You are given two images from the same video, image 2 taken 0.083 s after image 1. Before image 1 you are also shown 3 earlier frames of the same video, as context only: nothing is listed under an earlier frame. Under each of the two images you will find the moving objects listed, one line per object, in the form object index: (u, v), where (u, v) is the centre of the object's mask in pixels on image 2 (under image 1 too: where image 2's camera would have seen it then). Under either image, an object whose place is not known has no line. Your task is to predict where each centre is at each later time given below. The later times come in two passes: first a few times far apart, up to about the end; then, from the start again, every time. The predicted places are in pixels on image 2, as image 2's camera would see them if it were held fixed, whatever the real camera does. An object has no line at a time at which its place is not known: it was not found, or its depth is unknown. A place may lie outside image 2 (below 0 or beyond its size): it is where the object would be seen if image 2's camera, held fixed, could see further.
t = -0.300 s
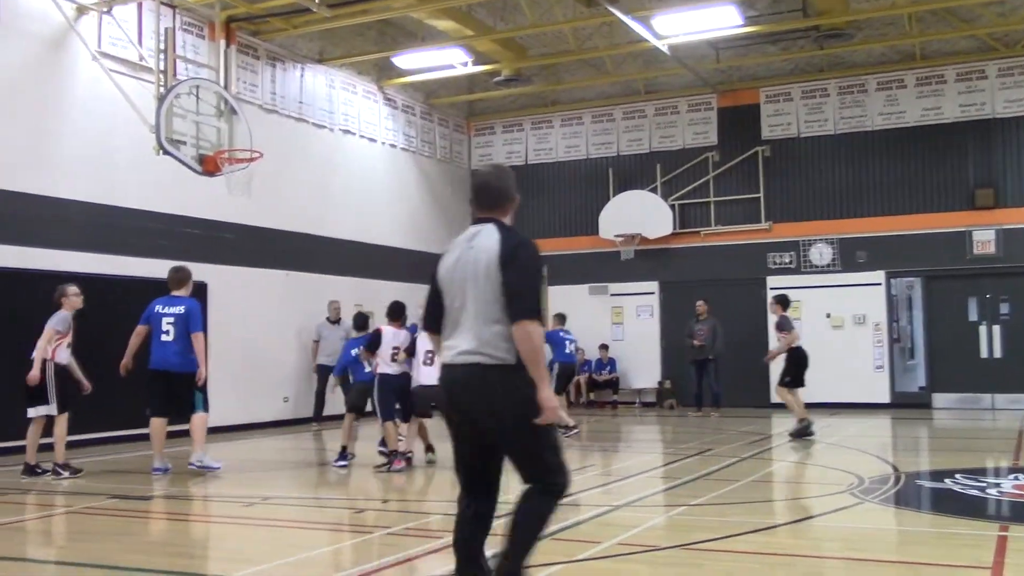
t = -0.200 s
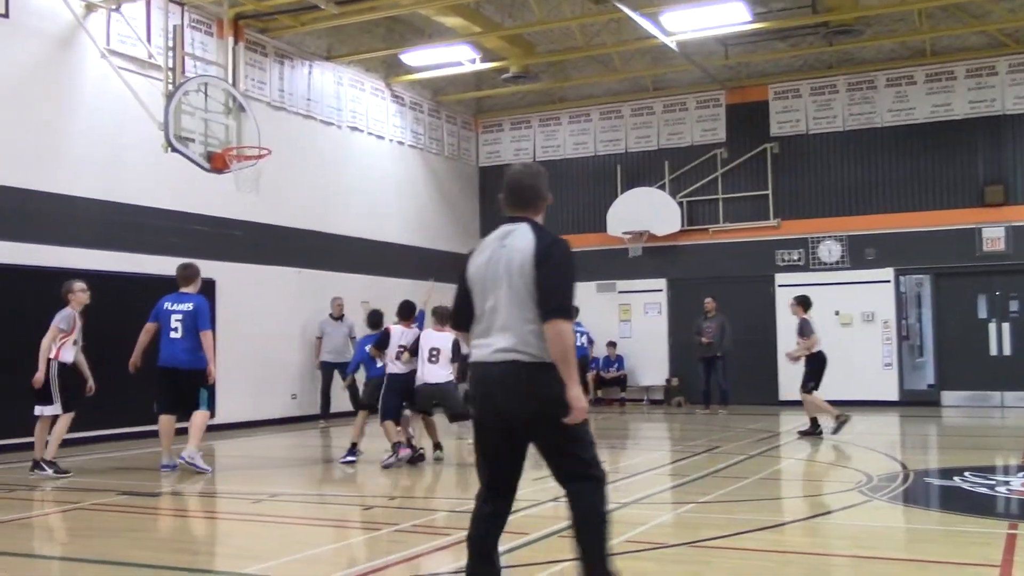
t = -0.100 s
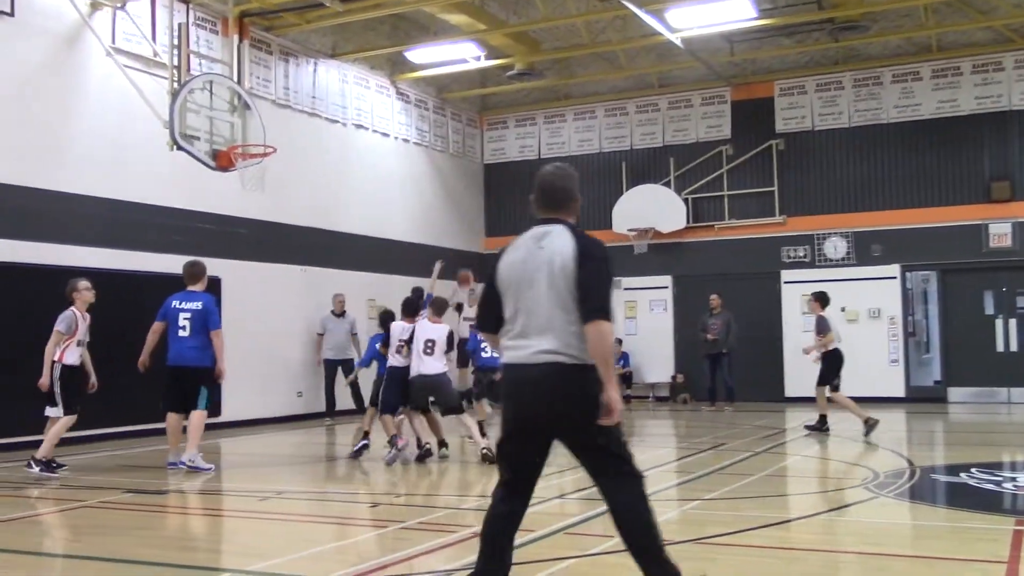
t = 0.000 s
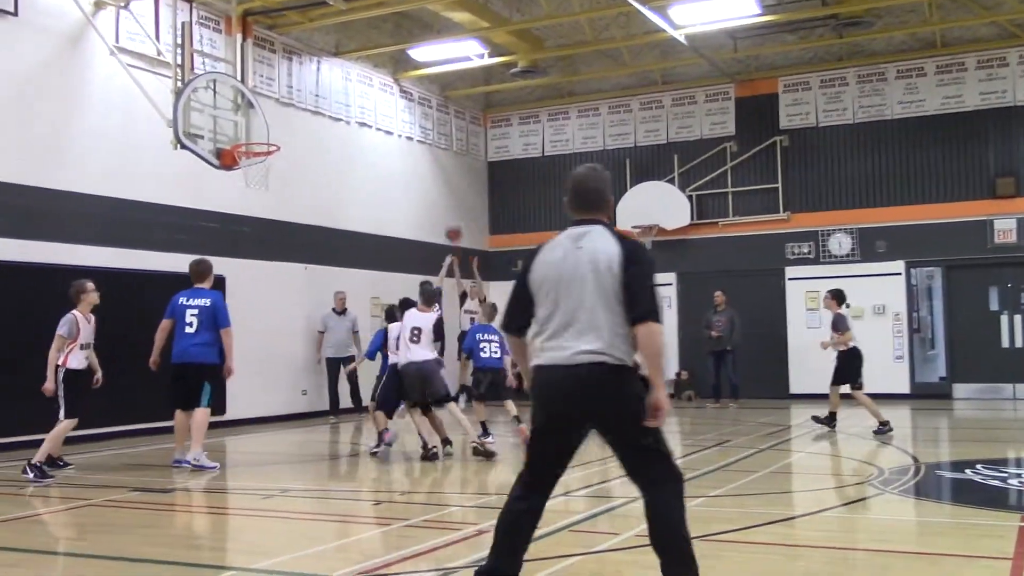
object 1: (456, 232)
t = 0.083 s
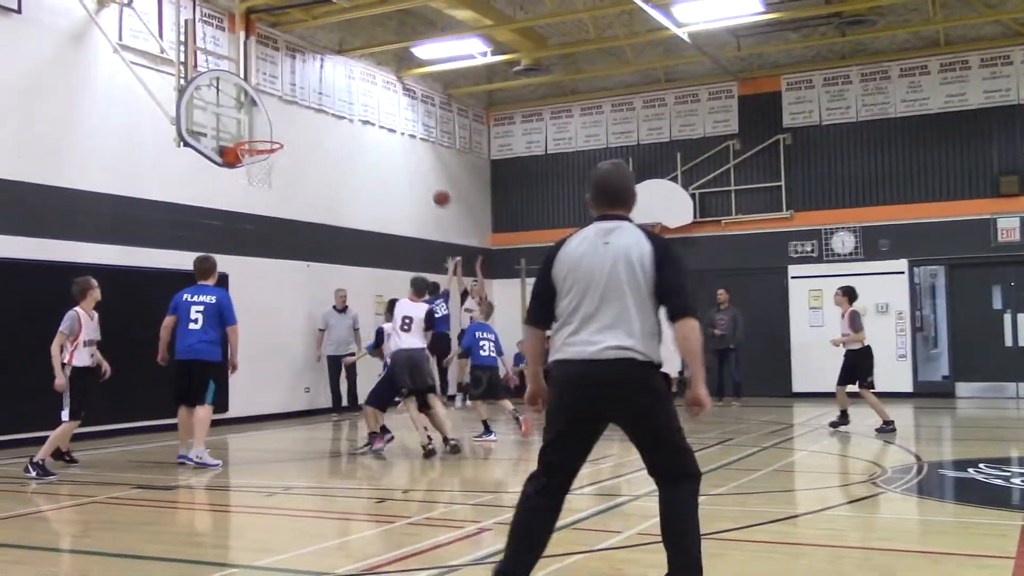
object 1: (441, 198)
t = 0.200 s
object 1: (420, 158)
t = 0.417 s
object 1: (376, 104)
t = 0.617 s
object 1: (332, 85)
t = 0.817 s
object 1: (283, 99)
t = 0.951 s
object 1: (245, 128)
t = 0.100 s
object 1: (438, 192)
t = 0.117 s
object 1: (435, 186)
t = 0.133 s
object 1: (432, 180)
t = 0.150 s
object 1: (429, 174)
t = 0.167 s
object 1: (426, 168)
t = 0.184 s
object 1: (423, 163)
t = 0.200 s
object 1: (420, 158)
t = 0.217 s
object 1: (417, 152)
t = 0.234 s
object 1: (414, 147)
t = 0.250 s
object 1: (410, 142)
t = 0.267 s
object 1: (407, 138)
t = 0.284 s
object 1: (404, 134)
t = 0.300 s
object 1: (401, 129)
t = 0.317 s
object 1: (397, 125)
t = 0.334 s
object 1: (394, 122)
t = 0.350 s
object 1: (390, 118)
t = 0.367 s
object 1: (386, 115)
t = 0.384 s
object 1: (383, 111)
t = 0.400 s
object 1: (380, 107)
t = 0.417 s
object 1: (376, 104)
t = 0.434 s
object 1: (374, 102)
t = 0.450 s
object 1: (370, 100)
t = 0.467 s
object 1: (366, 97)
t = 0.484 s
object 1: (362, 95)
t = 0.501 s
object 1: (358, 92)
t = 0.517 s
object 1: (355, 91)
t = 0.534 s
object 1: (351, 89)
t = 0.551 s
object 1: (348, 88)
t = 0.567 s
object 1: (344, 87)
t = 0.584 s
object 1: (340, 86)
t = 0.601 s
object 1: (336, 85)
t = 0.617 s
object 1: (332, 85)
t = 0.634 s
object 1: (329, 85)
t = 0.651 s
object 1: (325, 85)
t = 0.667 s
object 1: (322, 85)
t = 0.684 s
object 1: (318, 86)
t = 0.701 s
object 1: (314, 87)
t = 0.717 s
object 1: (309, 88)
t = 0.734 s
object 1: (305, 89)
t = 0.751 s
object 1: (301, 91)
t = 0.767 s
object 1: (296, 92)
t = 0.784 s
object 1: (291, 94)
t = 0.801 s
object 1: (287, 96)
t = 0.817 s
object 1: (283, 99)
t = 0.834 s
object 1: (278, 101)
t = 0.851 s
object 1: (273, 104)
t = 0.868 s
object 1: (269, 108)
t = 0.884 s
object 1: (264, 111)
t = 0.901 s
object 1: (259, 115)
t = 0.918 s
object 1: (255, 119)
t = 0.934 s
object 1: (250, 124)
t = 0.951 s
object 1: (245, 128)
